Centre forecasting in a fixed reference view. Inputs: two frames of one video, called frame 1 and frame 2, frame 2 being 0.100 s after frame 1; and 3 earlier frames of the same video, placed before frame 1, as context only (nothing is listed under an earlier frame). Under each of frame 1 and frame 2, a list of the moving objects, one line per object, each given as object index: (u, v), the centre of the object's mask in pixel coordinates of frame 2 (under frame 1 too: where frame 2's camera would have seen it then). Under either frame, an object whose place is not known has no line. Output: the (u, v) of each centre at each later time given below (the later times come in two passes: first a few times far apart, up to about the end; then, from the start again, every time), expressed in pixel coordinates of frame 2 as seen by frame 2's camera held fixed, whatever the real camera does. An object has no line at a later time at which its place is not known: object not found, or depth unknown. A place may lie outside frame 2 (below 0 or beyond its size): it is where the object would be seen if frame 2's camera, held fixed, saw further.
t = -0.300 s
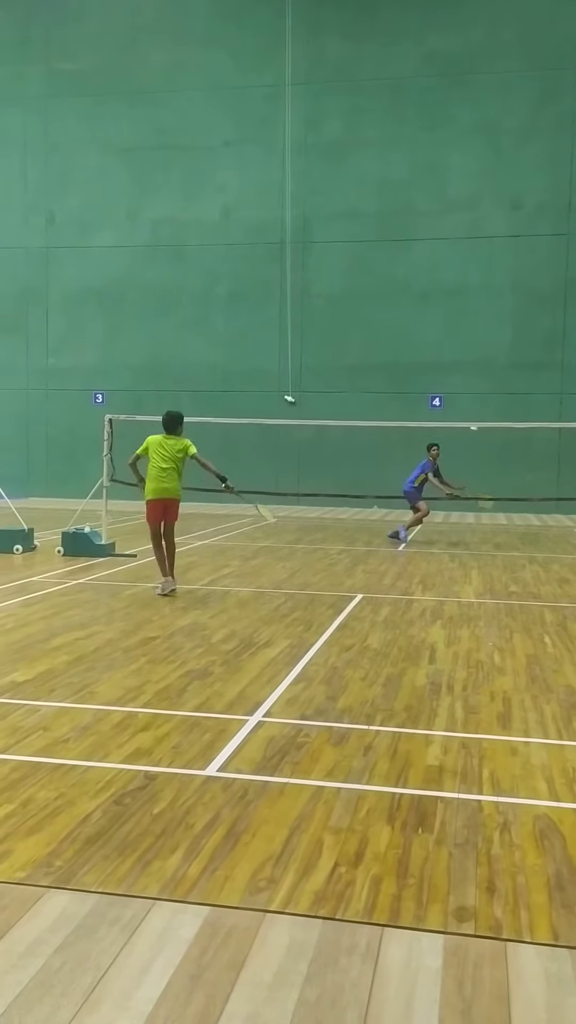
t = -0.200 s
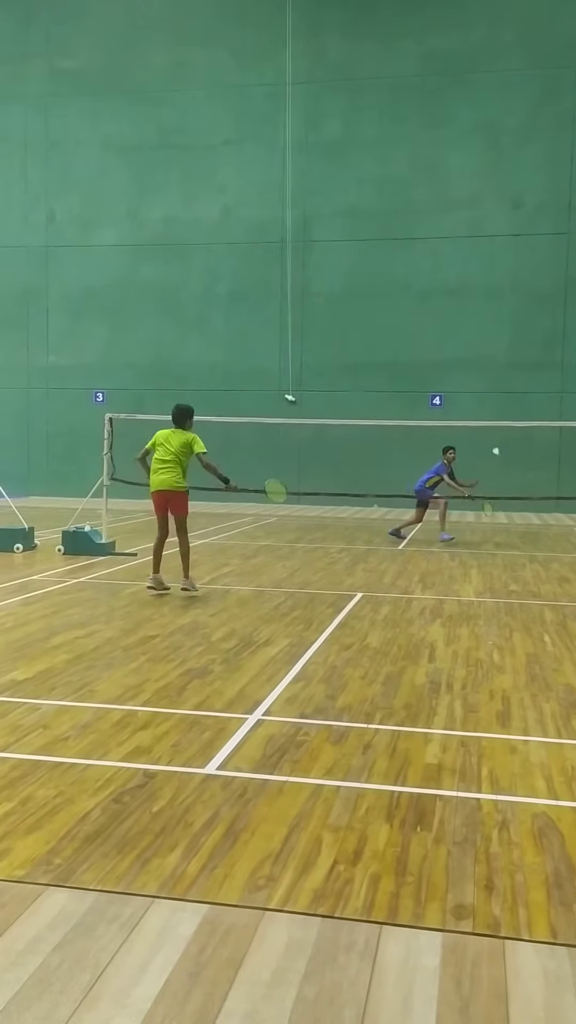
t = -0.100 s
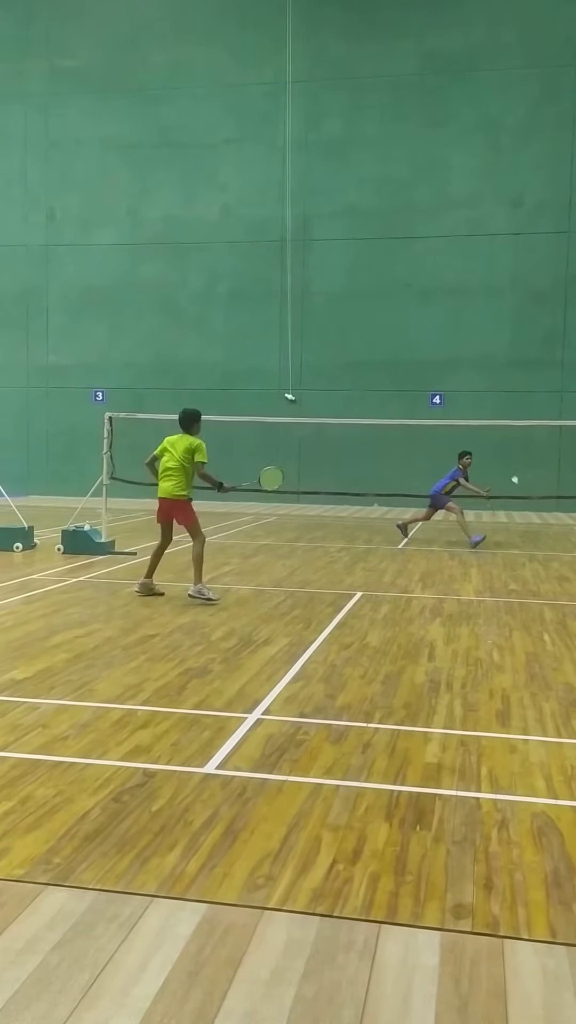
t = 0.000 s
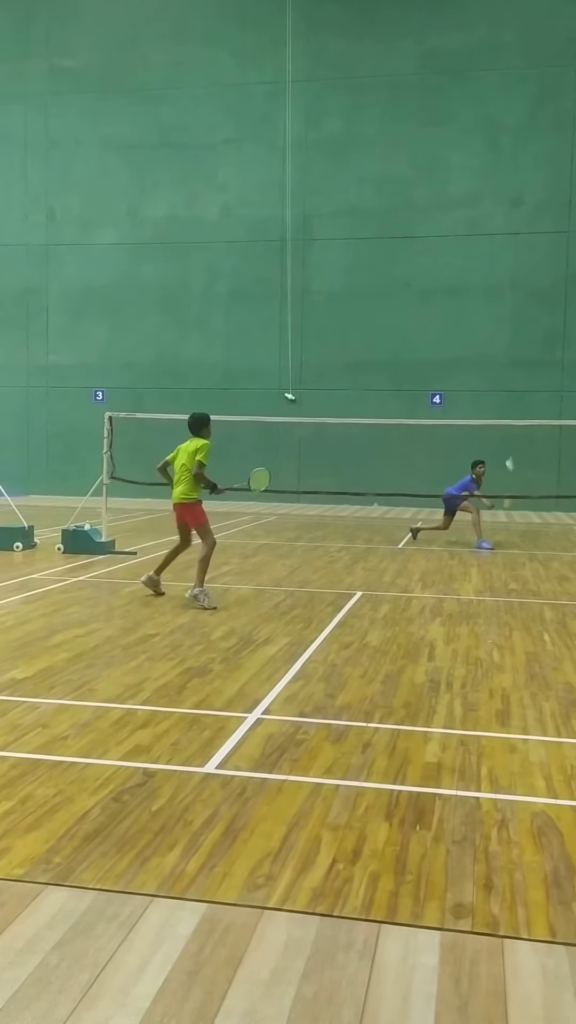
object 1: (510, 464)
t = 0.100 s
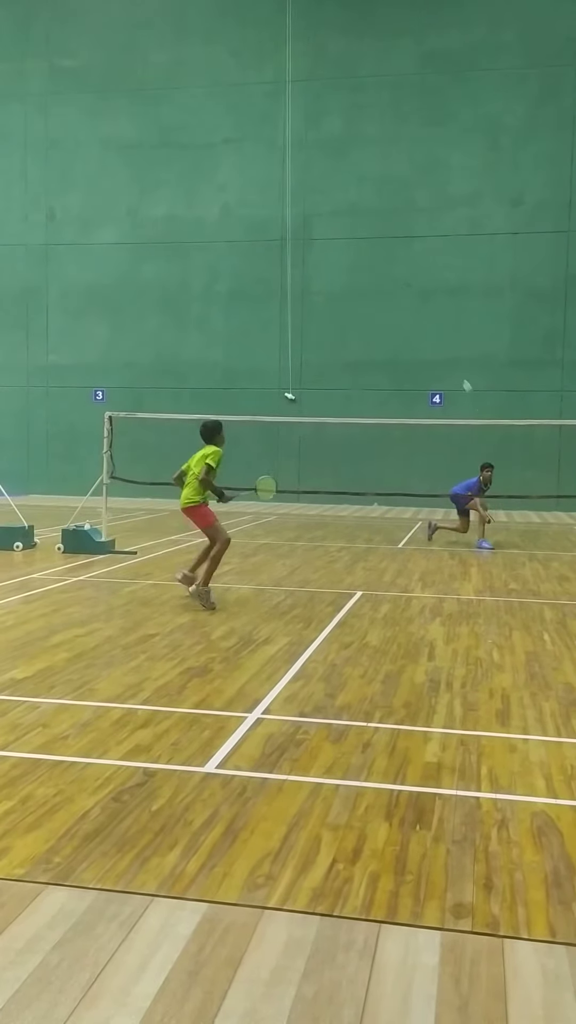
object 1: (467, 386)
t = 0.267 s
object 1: (403, 292)
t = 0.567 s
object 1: (291, 213)
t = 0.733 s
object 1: (228, 220)
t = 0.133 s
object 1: (454, 365)
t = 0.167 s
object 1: (441, 344)
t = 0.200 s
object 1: (428, 325)
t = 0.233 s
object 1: (416, 308)
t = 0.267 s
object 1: (403, 292)
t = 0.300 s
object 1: (390, 277)
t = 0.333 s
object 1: (378, 265)
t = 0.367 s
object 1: (366, 254)
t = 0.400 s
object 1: (354, 243)
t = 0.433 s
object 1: (342, 234)
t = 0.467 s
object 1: (329, 227)
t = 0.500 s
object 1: (316, 221)
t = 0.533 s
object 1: (304, 217)
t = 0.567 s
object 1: (291, 213)
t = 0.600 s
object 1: (278, 212)
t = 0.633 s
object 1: (267, 212)
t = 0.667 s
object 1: (254, 212)
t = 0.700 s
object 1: (241, 215)
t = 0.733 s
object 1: (228, 220)
